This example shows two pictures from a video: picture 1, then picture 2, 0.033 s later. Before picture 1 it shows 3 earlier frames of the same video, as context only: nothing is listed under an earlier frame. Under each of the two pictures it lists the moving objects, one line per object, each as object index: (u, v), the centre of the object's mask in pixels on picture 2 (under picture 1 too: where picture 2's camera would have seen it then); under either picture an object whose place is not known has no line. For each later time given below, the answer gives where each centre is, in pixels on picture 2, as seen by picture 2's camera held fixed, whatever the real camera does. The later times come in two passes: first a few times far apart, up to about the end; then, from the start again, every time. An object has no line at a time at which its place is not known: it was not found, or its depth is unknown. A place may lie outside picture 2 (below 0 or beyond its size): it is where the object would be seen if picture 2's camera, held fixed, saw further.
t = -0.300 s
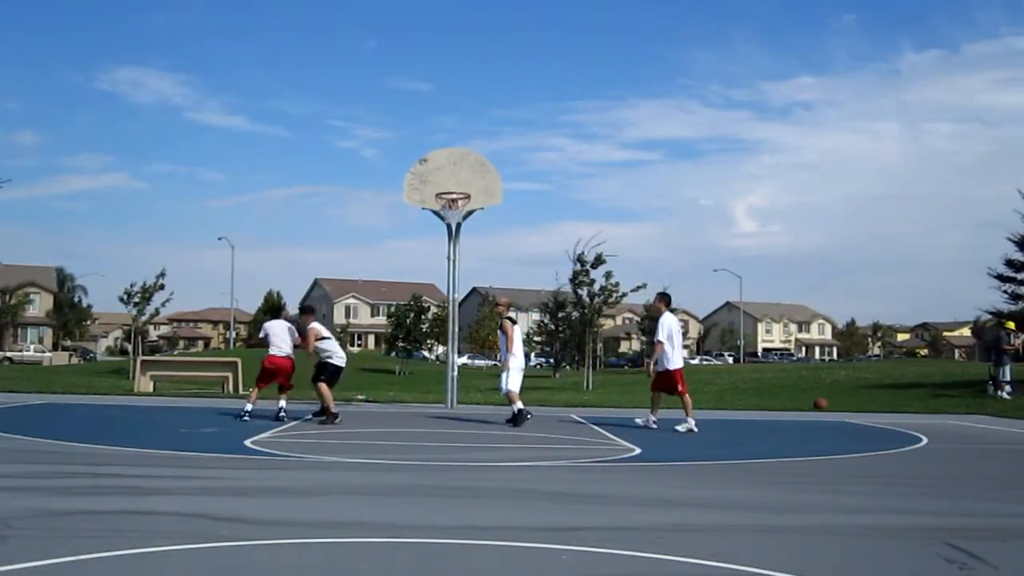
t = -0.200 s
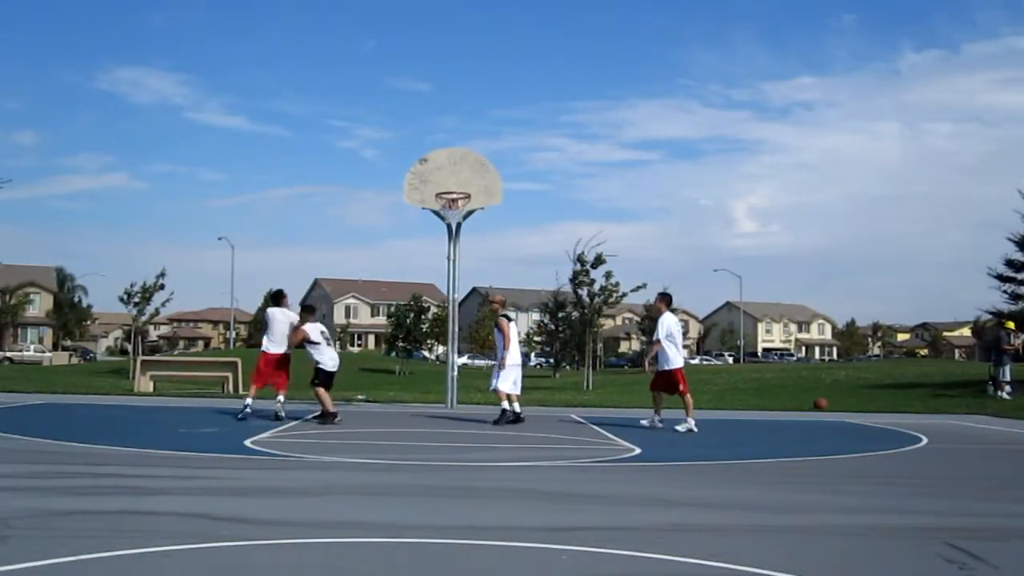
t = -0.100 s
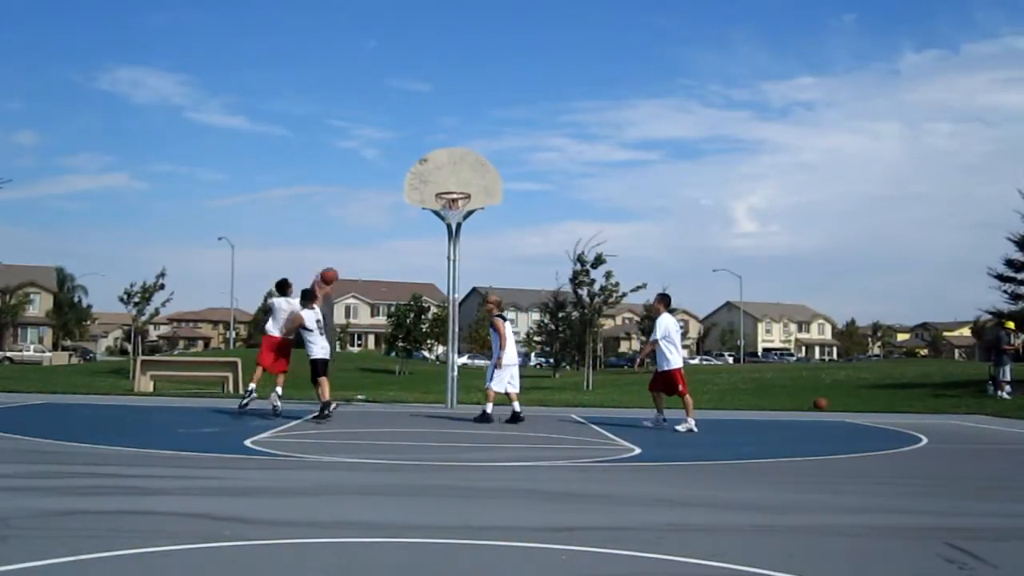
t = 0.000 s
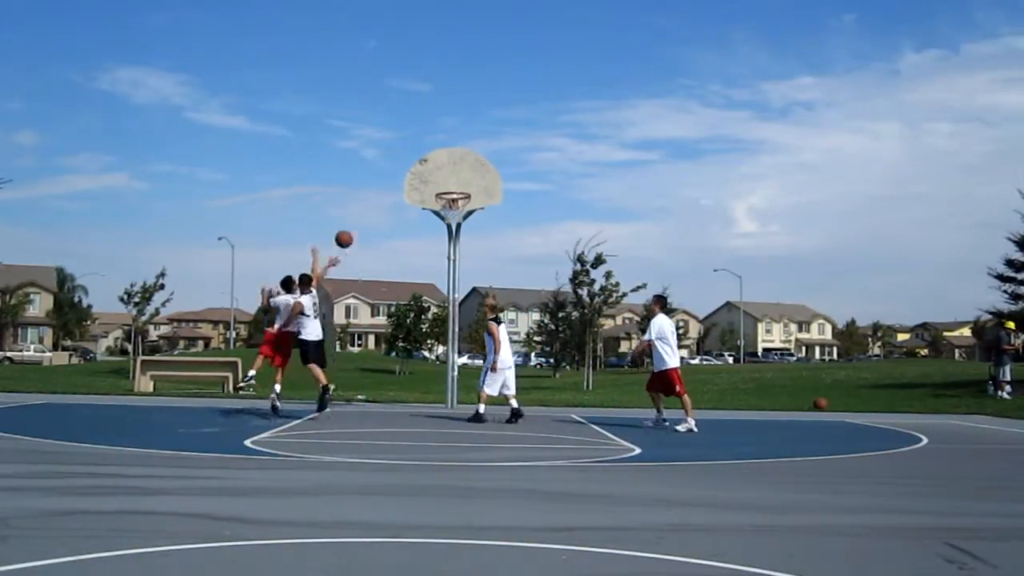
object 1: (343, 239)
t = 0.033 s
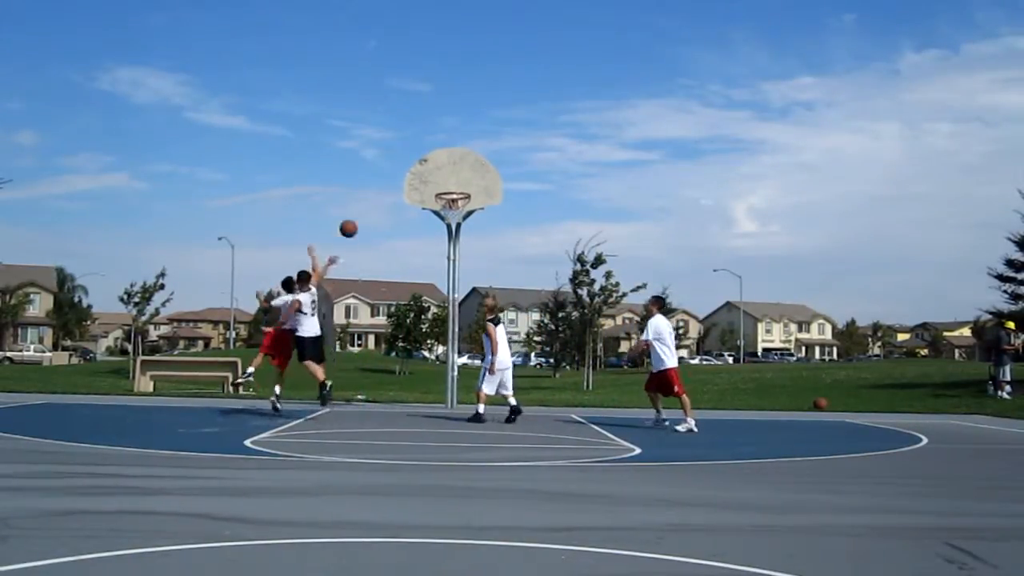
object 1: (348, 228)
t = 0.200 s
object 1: (371, 189)
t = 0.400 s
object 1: (398, 170)
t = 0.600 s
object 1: (423, 179)
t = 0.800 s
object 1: (425, 191)
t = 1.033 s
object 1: (399, 211)
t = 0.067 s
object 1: (353, 219)
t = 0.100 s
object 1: (358, 210)
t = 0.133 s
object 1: (362, 202)
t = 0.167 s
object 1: (367, 195)
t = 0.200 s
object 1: (371, 189)
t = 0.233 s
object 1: (376, 183)
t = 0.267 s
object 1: (380, 179)
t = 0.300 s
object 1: (385, 175)
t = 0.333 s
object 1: (389, 173)
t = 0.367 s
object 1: (394, 171)
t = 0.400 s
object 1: (398, 170)
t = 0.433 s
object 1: (402, 169)
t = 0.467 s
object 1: (406, 170)
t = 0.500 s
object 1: (410, 171)
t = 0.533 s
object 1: (415, 173)
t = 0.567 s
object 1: (419, 175)
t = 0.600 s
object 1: (423, 179)
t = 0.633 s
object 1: (426, 182)
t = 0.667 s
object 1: (428, 184)
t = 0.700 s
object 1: (429, 187)
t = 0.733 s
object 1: (430, 191)
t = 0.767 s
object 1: (429, 191)
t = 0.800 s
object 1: (425, 191)
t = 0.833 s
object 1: (422, 192)
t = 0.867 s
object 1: (418, 193)
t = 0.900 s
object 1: (413, 196)
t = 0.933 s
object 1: (410, 198)
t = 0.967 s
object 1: (406, 202)
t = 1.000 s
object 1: (402, 206)
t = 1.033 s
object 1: (399, 211)
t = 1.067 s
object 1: (395, 217)
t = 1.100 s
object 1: (391, 223)
